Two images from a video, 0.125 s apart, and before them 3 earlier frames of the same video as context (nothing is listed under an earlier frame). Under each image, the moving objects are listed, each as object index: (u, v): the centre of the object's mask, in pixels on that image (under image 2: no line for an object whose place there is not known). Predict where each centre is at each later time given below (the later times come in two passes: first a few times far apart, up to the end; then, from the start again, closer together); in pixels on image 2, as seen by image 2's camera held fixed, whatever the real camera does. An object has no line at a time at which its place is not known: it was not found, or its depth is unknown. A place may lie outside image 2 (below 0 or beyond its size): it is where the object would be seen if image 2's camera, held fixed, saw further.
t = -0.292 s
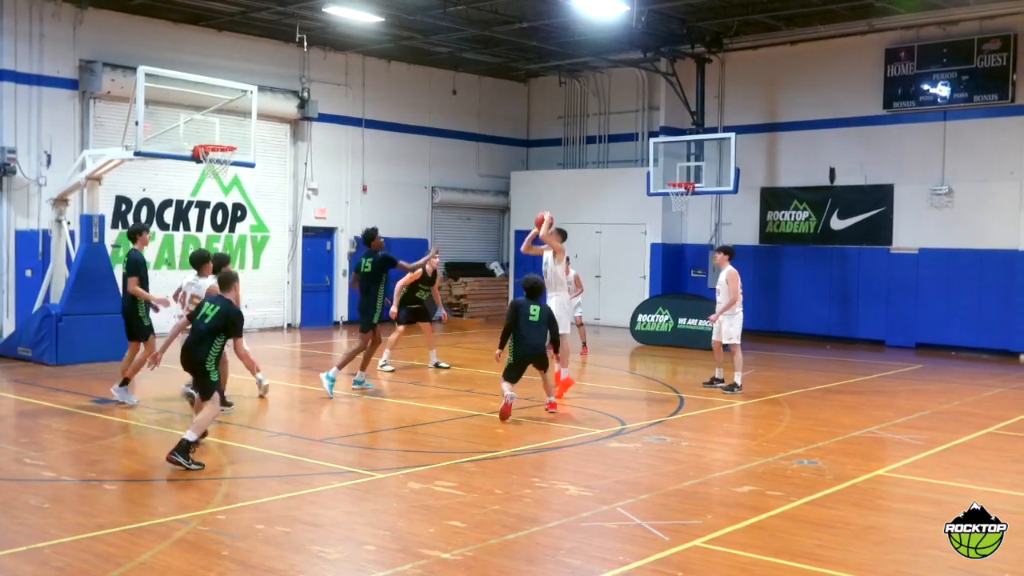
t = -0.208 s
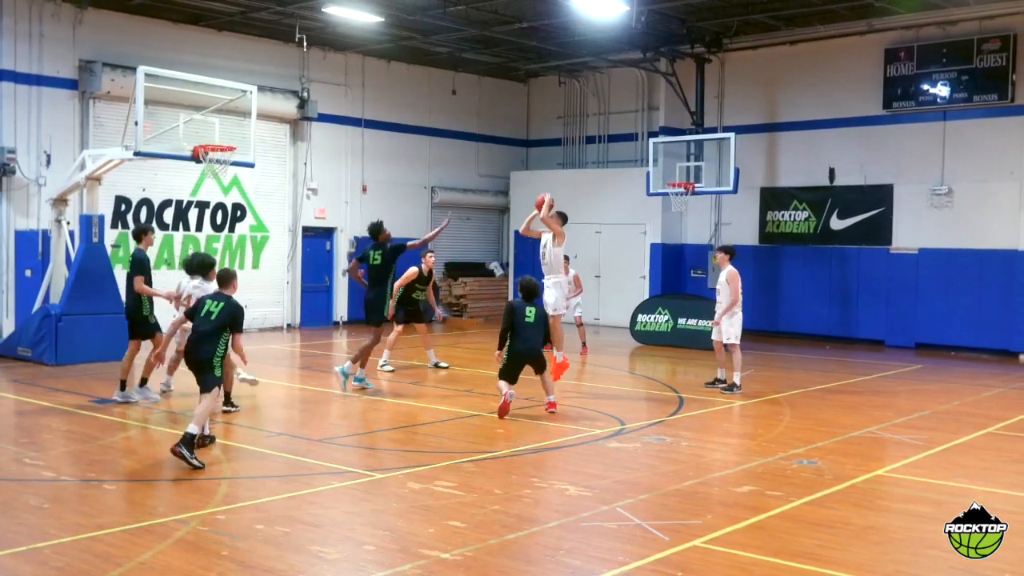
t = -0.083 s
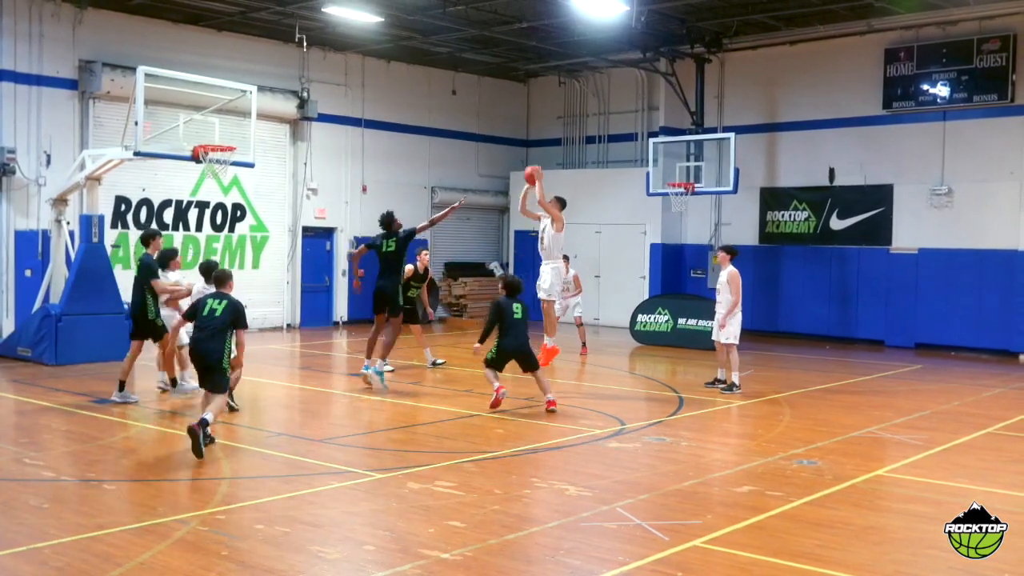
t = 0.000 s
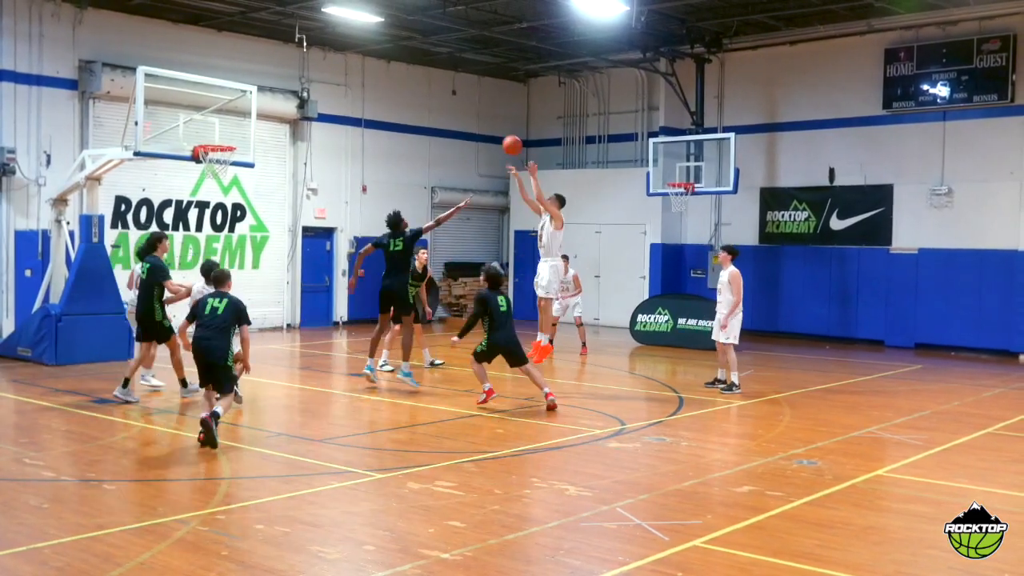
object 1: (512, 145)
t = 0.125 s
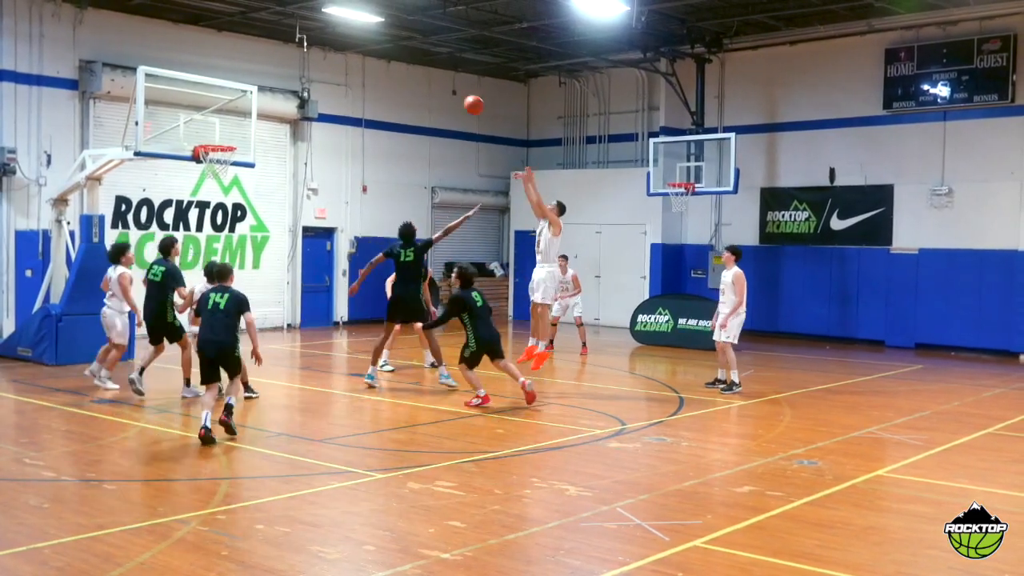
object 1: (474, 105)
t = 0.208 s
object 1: (447, 84)
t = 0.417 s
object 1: (384, 58)
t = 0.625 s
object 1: (320, 65)
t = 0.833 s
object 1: (258, 105)
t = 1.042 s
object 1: (204, 165)
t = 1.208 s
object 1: (192, 185)
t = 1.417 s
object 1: (177, 240)
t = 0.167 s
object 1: (460, 94)
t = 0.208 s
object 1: (447, 84)
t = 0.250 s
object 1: (435, 76)
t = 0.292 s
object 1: (422, 70)
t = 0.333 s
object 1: (409, 64)
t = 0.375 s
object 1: (397, 61)
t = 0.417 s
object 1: (384, 58)
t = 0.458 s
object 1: (371, 56)
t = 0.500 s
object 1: (359, 57)
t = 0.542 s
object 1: (346, 59)
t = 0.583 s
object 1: (333, 61)
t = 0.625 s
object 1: (320, 65)
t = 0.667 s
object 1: (308, 71)
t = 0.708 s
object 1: (296, 77)
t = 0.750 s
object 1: (283, 85)
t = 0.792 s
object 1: (271, 94)
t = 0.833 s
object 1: (258, 105)
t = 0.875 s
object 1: (246, 117)
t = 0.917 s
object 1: (234, 130)
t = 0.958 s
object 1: (221, 143)
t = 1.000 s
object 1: (211, 158)
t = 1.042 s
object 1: (204, 165)
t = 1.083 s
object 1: (201, 168)
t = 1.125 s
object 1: (198, 173)
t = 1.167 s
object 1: (195, 178)
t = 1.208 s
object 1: (192, 185)
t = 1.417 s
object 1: (177, 240)
